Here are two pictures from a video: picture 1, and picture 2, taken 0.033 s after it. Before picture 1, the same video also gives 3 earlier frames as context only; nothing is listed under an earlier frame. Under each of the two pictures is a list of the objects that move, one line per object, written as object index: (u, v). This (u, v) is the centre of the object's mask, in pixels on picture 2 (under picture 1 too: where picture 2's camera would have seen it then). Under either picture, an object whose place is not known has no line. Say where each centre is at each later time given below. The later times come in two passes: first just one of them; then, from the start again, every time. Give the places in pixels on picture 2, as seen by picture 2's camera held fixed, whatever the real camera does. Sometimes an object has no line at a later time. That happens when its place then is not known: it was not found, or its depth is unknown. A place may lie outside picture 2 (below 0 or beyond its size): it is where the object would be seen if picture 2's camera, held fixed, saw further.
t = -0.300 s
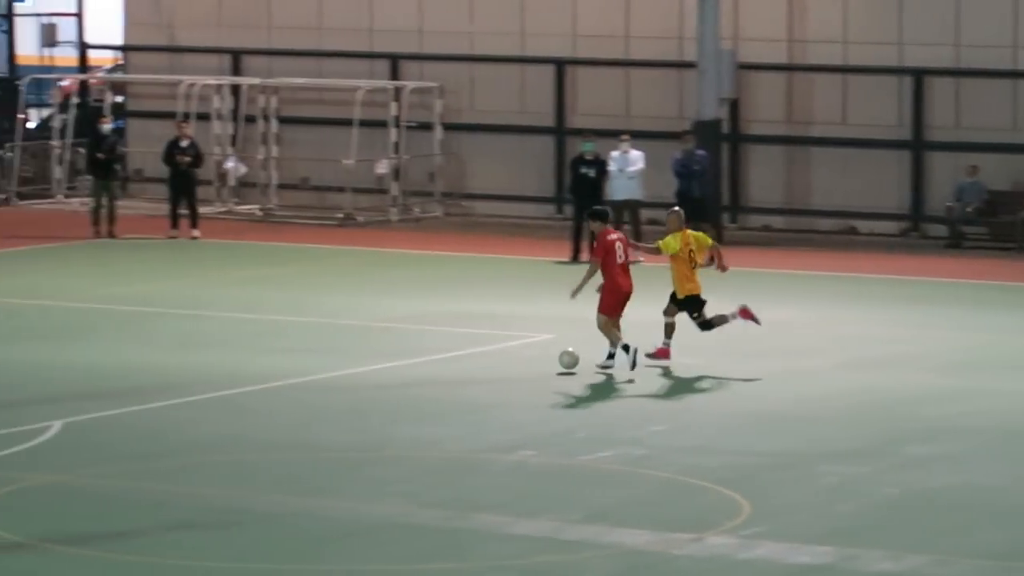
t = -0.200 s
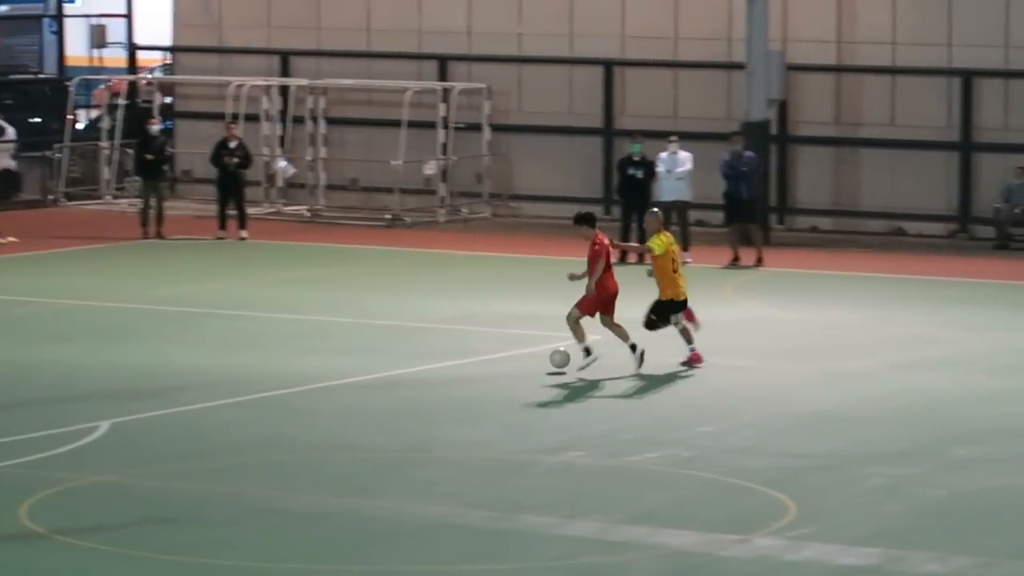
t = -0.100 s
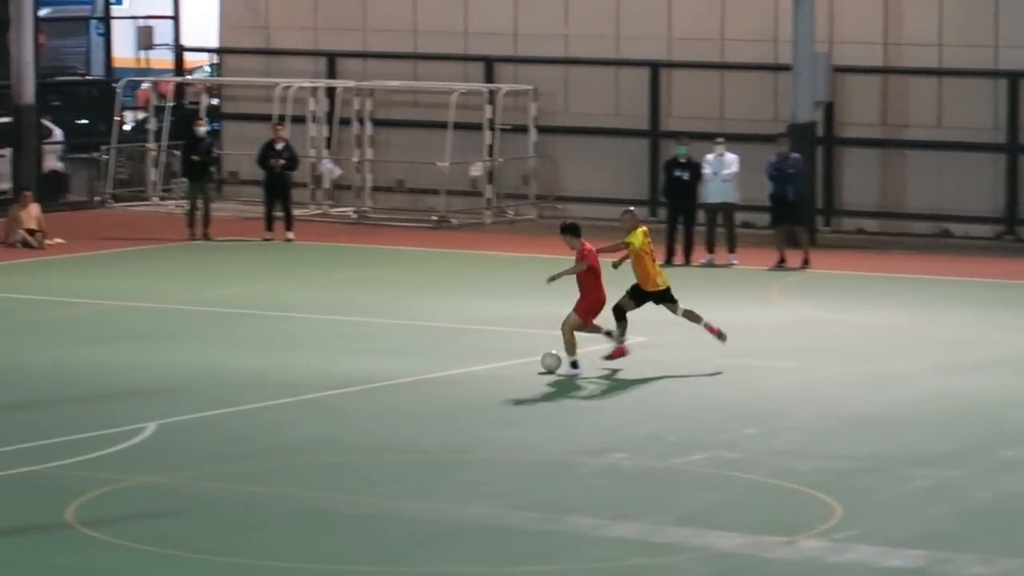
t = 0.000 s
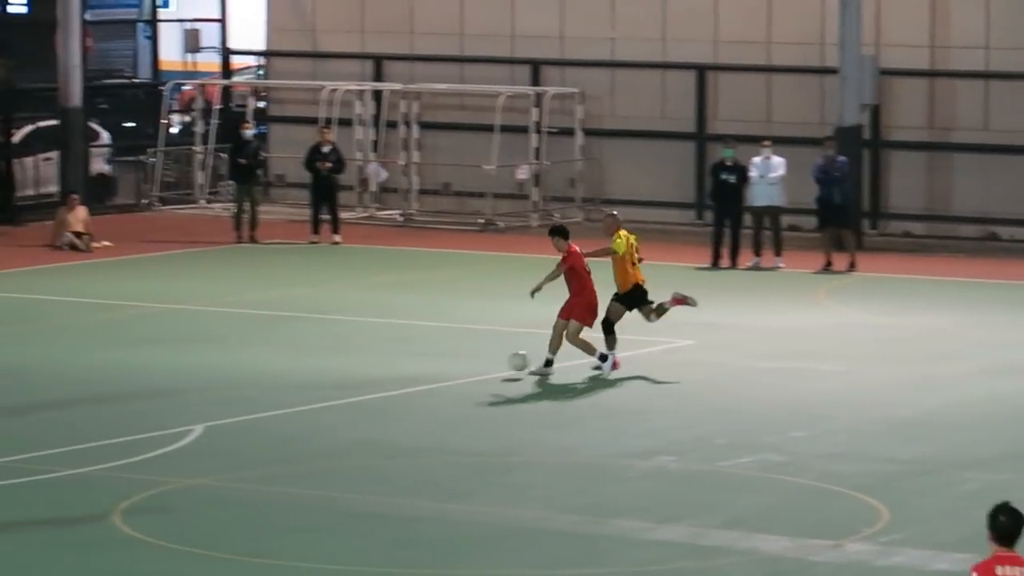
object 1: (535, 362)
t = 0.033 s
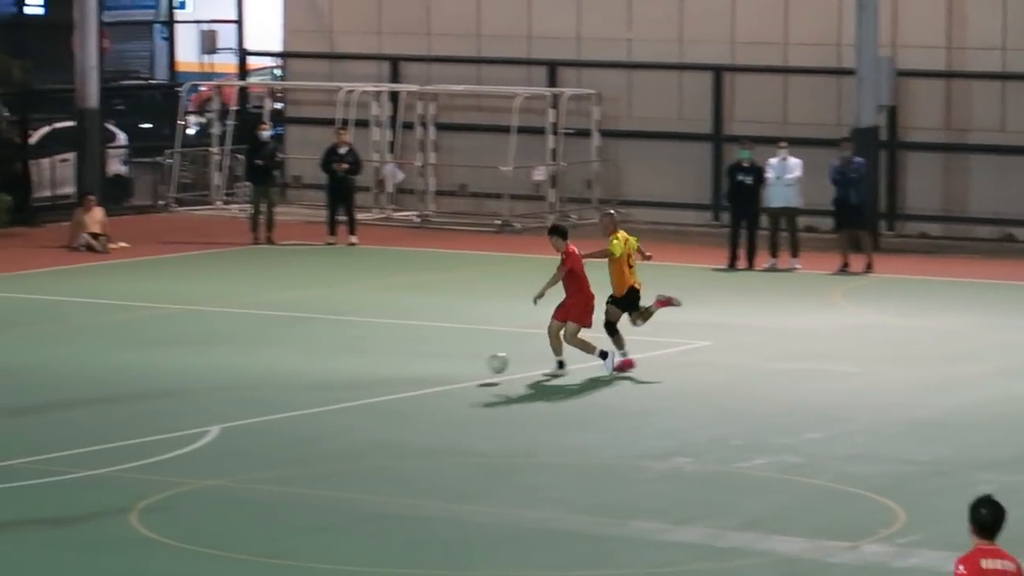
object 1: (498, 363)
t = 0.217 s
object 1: (282, 386)
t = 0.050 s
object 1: (478, 364)
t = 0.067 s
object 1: (458, 365)
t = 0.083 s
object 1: (439, 367)
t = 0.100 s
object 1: (419, 368)
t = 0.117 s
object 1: (399, 370)
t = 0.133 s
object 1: (379, 372)
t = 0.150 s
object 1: (361, 374)
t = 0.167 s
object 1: (342, 376)
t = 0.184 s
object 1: (322, 380)
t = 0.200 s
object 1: (305, 383)
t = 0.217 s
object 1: (282, 386)
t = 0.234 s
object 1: (262, 390)
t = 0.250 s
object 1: (242, 392)
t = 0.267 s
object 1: (222, 395)
